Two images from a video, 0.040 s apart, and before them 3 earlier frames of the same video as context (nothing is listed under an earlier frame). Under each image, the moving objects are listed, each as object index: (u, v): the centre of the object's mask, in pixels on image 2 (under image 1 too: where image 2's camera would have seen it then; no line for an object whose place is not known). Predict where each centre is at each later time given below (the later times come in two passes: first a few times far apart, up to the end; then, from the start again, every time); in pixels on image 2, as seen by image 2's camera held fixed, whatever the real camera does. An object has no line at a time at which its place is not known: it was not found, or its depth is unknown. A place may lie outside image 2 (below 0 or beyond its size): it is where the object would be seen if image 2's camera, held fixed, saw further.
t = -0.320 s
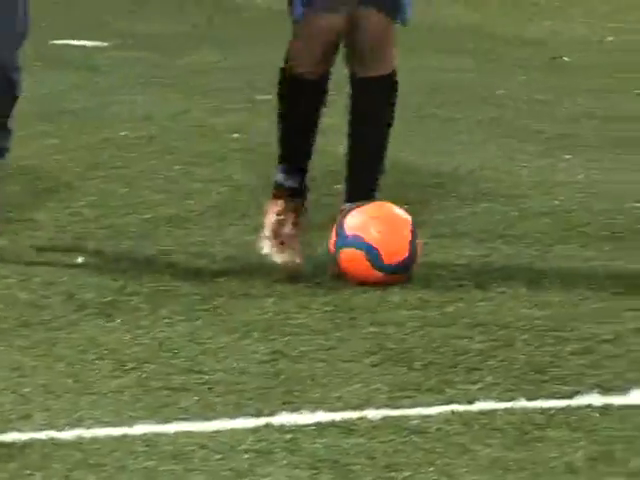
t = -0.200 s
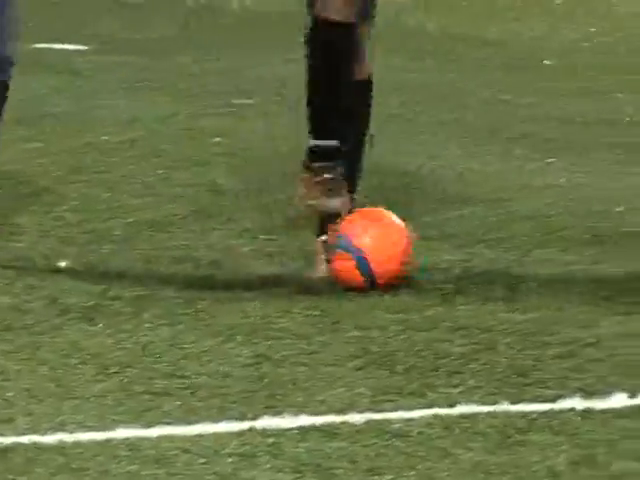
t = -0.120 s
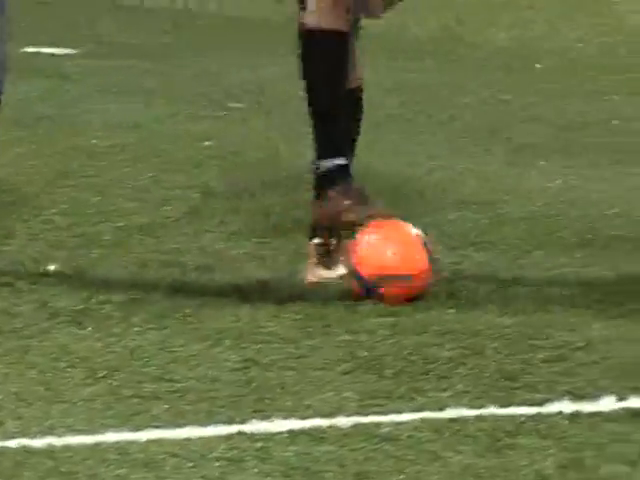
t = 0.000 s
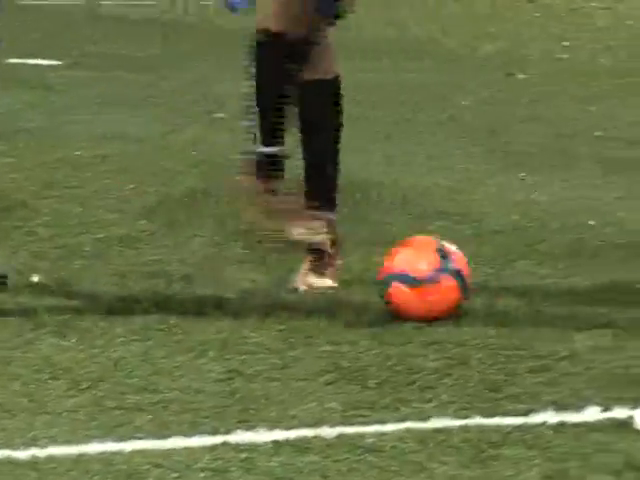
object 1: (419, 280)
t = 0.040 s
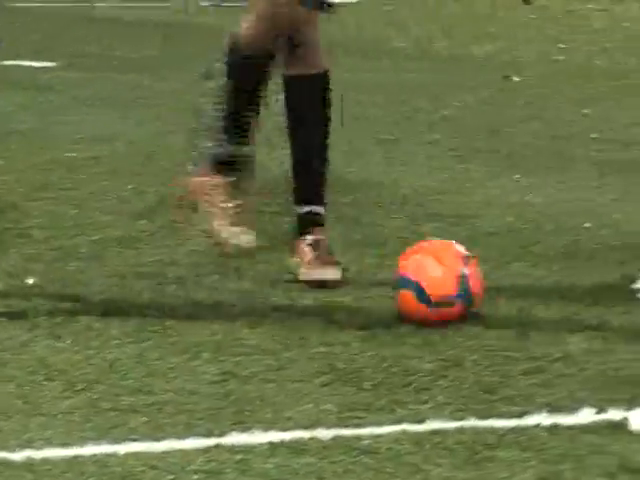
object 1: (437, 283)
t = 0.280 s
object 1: (534, 297)
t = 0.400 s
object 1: (579, 304)
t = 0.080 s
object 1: (454, 287)
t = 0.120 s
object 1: (470, 288)
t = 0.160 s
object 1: (485, 291)
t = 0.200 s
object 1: (502, 293)
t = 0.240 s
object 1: (517, 294)
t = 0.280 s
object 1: (534, 297)
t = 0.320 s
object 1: (548, 299)
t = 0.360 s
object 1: (564, 302)
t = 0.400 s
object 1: (579, 304)
